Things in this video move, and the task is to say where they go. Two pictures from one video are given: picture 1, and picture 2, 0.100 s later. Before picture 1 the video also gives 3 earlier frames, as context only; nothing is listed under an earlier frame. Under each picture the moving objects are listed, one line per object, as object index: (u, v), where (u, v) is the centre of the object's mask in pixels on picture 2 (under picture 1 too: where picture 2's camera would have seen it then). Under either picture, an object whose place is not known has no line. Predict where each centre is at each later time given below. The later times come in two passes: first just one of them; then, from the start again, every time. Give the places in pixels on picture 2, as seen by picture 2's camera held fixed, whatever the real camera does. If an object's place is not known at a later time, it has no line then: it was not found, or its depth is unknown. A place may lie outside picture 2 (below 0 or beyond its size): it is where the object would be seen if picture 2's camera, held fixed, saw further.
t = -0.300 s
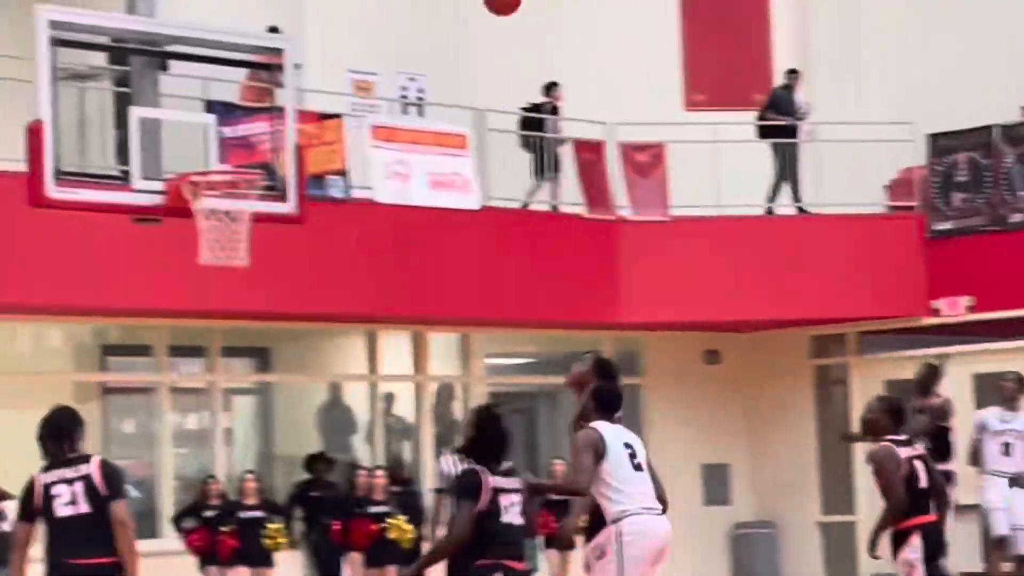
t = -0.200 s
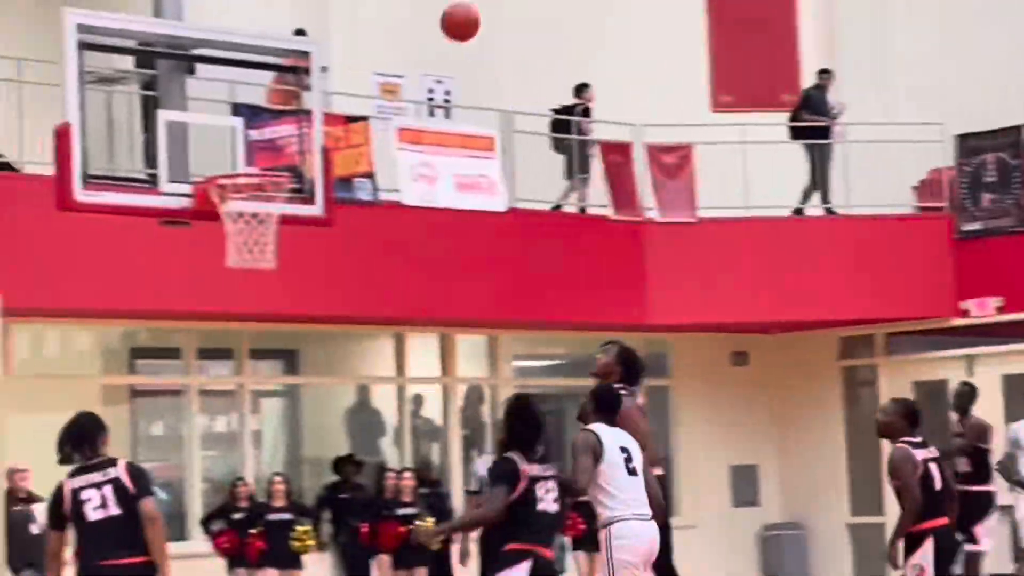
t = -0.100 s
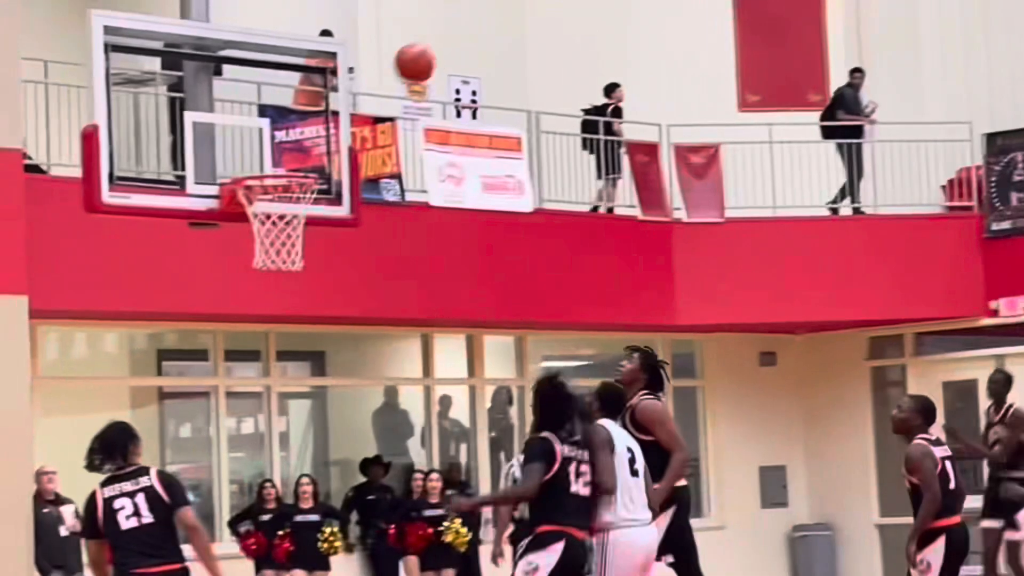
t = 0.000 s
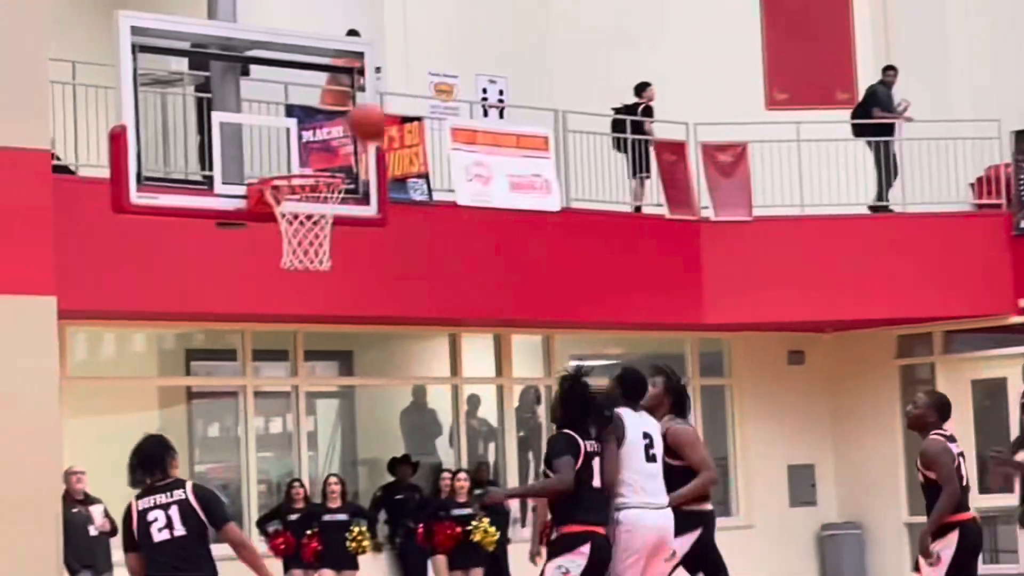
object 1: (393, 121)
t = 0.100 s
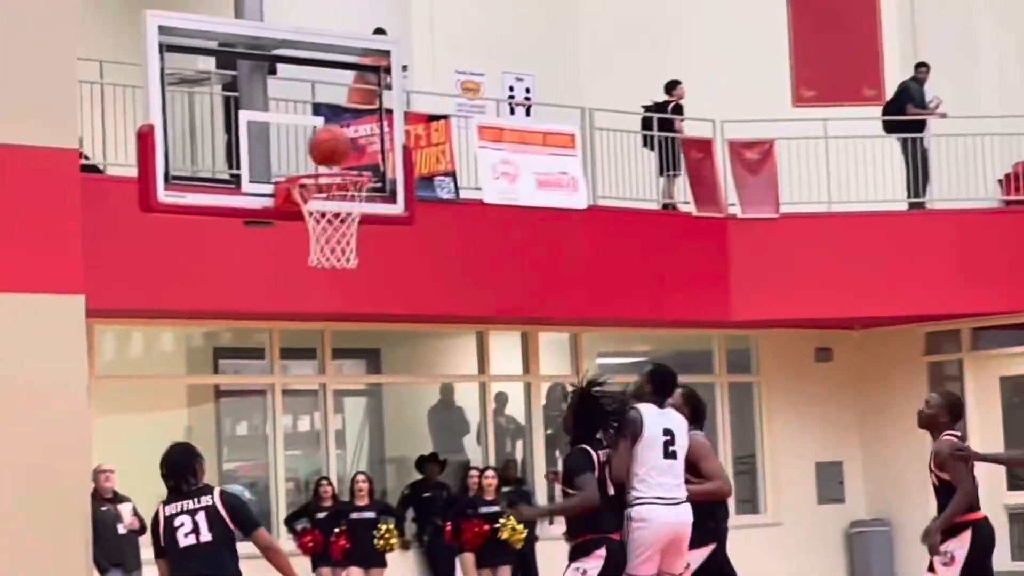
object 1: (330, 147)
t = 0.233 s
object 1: (260, 136)
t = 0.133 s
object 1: (311, 141)
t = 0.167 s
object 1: (294, 137)
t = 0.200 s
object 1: (277, 136)
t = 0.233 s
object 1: (260, 136)
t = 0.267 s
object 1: (242, 137)
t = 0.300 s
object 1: (224, 141)
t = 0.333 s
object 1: (207, 148)
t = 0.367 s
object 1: (189, 155)
